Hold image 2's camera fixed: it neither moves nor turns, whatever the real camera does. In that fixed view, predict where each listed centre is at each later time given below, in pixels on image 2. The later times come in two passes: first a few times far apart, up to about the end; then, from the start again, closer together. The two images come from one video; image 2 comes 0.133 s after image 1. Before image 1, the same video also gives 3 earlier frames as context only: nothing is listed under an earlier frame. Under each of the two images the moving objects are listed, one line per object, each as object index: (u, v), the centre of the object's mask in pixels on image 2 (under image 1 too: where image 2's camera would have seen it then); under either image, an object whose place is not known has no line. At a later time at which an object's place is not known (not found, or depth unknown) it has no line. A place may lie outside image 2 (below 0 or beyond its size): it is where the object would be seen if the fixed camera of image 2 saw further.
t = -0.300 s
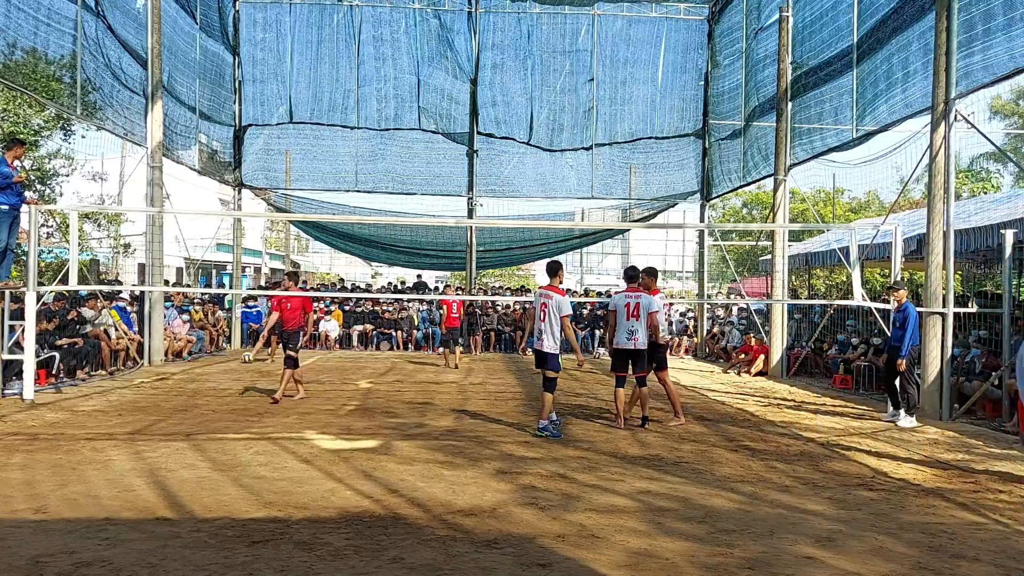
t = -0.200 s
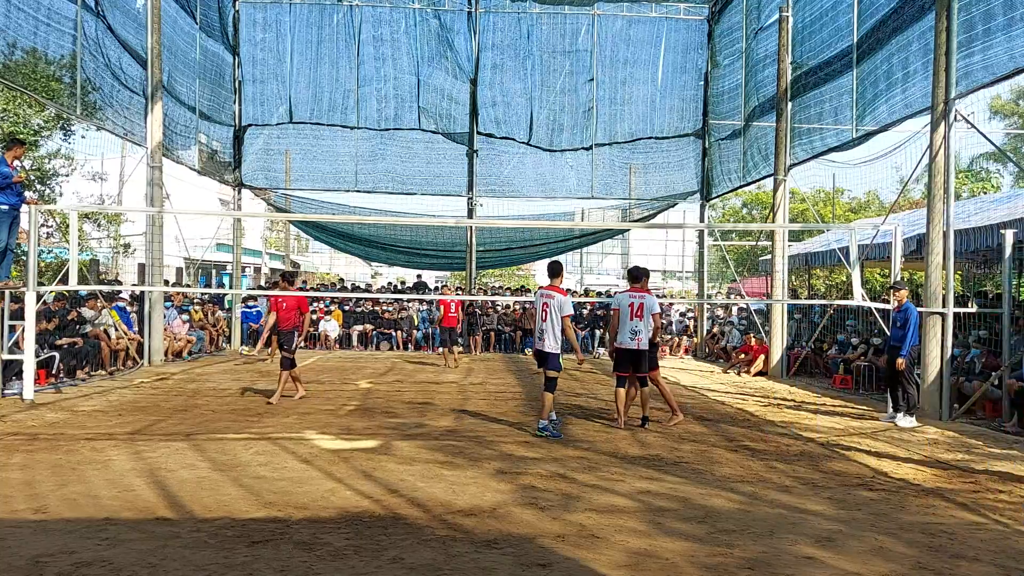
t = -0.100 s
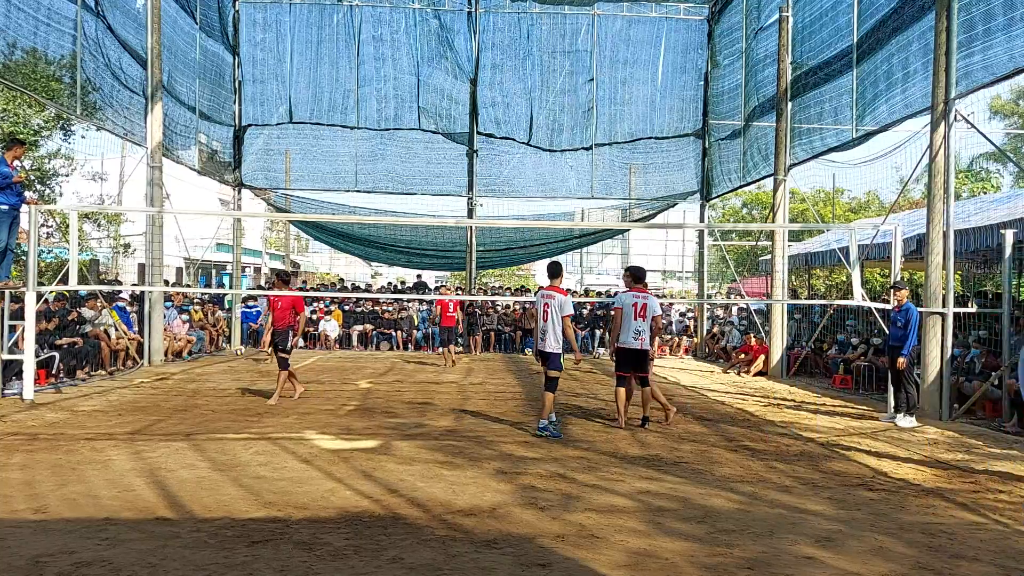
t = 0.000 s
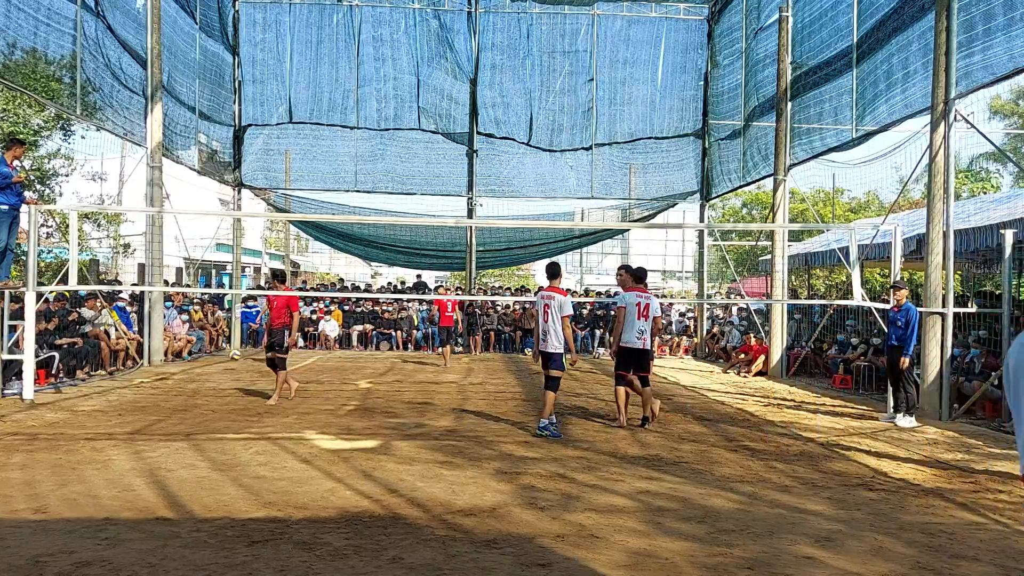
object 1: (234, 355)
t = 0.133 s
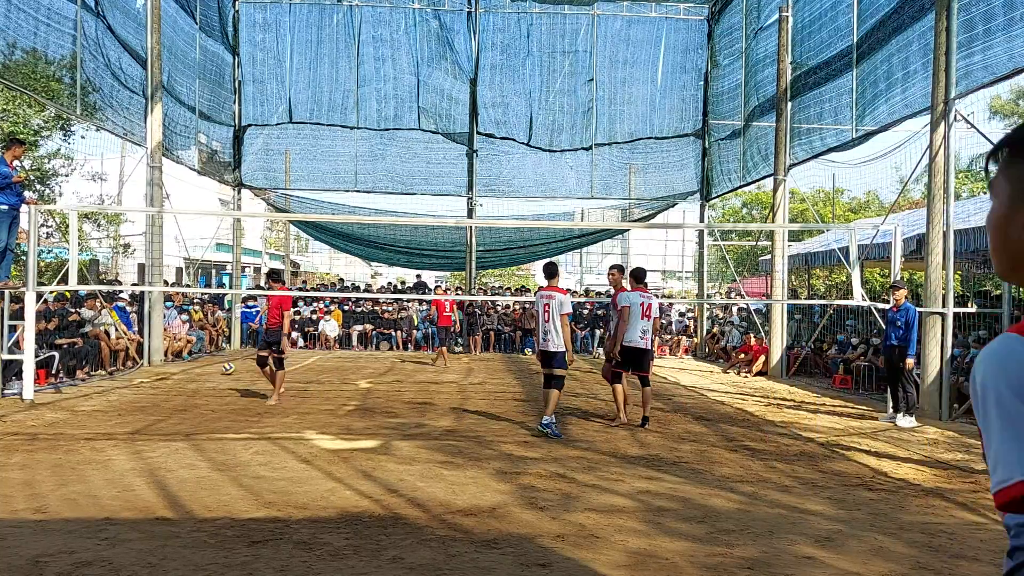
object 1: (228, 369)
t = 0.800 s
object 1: (209, 385)
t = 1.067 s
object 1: (202, 390)
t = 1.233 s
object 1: (196, 393)
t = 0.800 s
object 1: (209, 385)
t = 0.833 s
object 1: (209, 386)
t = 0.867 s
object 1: (208, 384)
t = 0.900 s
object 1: (207, 385)
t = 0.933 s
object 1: (205, 385)
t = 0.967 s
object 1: (204, 387)
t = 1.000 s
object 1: (204, 389)
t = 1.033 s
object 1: (202, 390)
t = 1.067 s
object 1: (202, 390)
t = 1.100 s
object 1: (200, 388)
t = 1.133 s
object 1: (200, 388)
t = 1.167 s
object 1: (198, 389)
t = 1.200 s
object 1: (197, 390)
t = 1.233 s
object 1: (196, 393)
